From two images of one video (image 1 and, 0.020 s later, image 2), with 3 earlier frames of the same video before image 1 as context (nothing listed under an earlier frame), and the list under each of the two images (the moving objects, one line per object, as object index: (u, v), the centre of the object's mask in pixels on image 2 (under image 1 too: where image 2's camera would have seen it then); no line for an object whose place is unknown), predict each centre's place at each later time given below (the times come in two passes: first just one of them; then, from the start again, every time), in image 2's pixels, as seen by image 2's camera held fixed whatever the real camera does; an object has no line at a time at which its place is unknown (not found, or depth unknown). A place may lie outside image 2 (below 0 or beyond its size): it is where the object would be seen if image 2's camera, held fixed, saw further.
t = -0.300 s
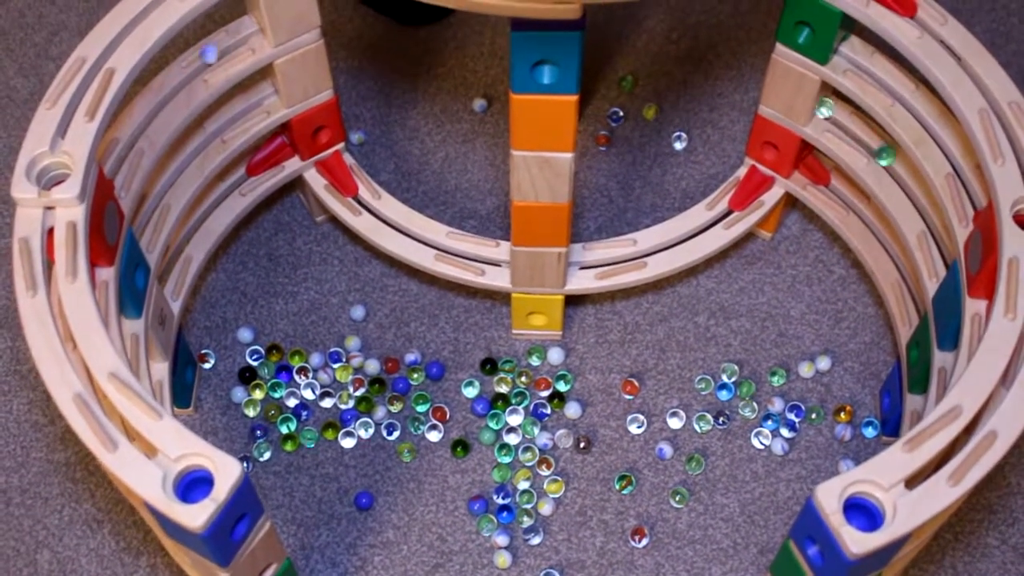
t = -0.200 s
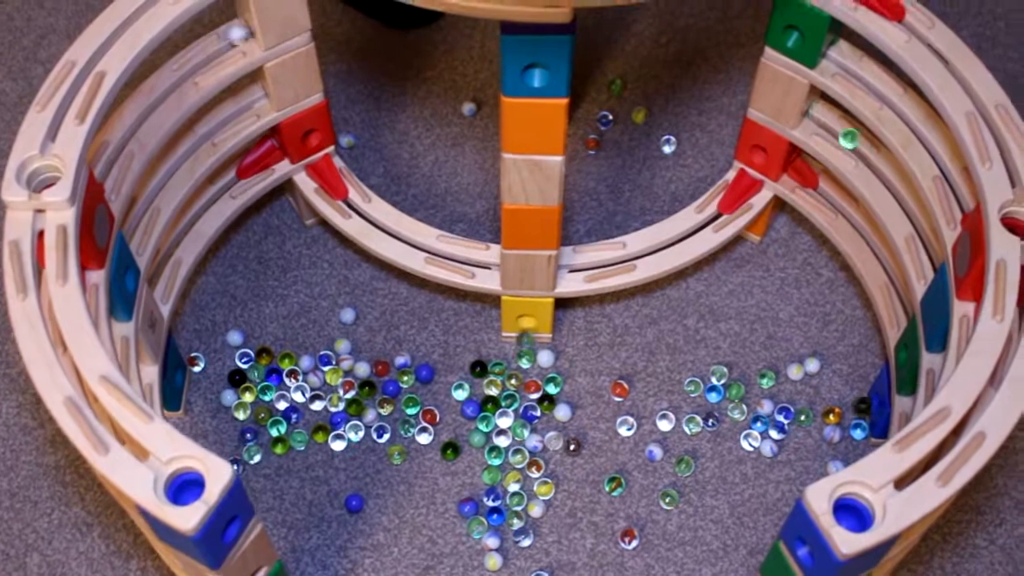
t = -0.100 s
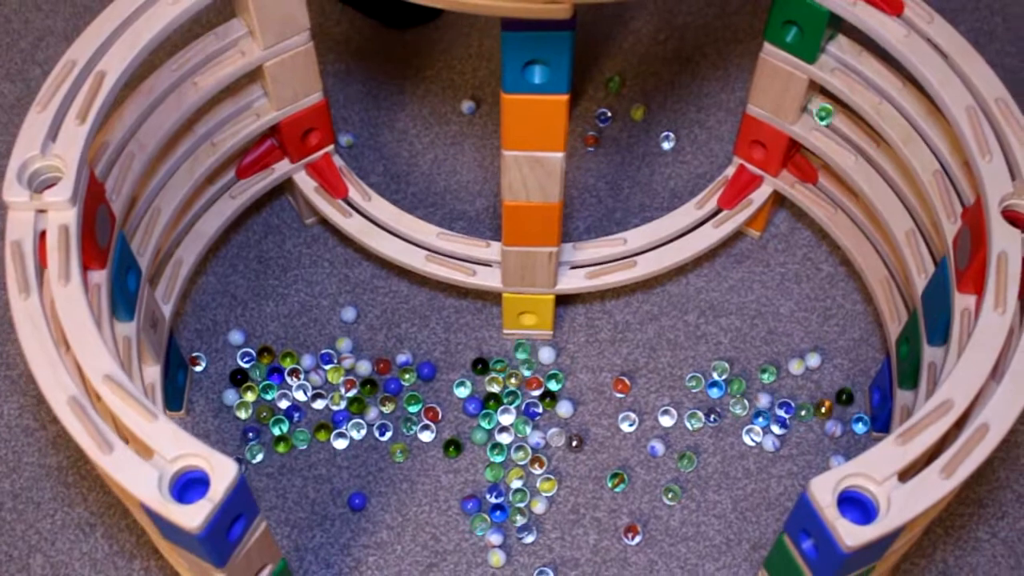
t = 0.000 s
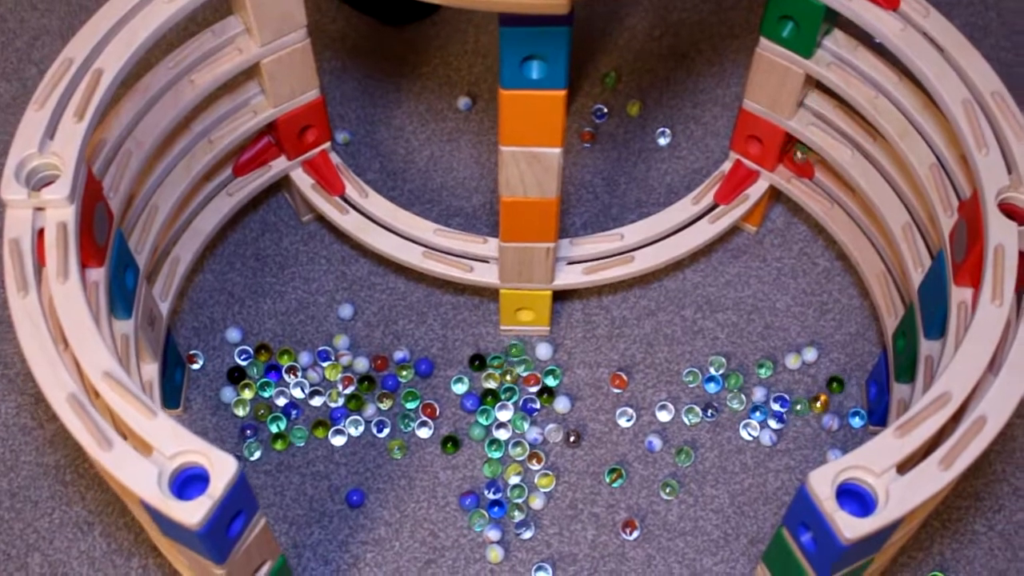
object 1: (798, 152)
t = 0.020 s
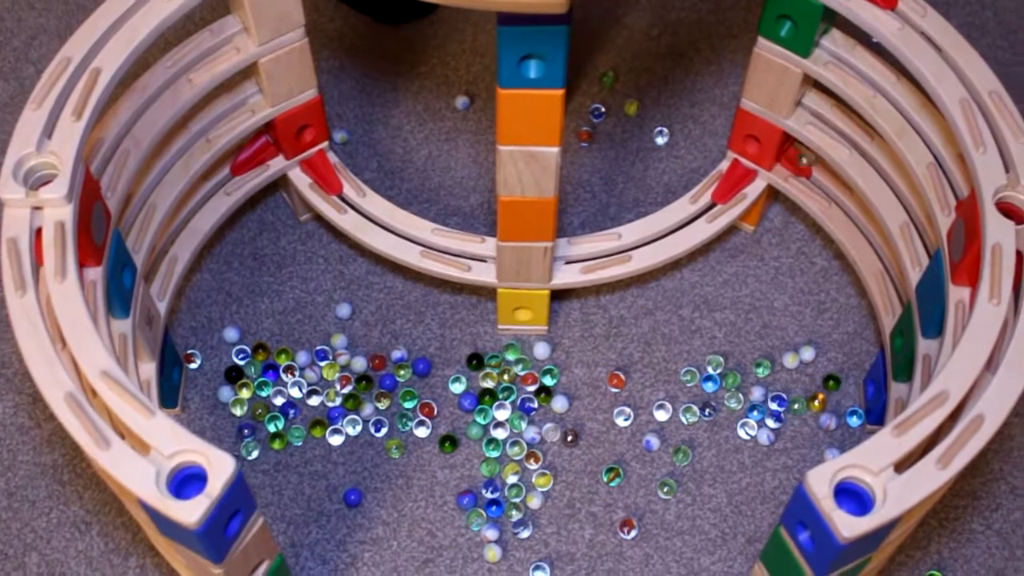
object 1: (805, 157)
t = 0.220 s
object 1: (873, 233)
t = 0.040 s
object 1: (812, 166)
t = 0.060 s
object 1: (818, 175)
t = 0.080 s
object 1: (826, 183)
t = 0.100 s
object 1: (833, 190)
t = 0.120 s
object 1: (840, 197)
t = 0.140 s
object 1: (847, 204)
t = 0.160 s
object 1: (852, 210)
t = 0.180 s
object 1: (860, 217)
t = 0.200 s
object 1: (867, 225)
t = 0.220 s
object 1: (873, 233)
